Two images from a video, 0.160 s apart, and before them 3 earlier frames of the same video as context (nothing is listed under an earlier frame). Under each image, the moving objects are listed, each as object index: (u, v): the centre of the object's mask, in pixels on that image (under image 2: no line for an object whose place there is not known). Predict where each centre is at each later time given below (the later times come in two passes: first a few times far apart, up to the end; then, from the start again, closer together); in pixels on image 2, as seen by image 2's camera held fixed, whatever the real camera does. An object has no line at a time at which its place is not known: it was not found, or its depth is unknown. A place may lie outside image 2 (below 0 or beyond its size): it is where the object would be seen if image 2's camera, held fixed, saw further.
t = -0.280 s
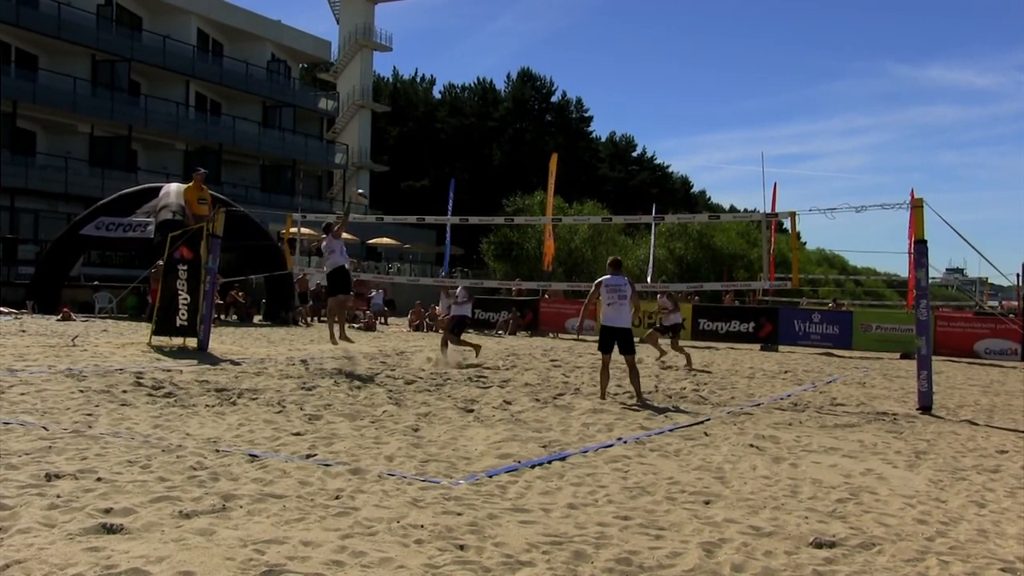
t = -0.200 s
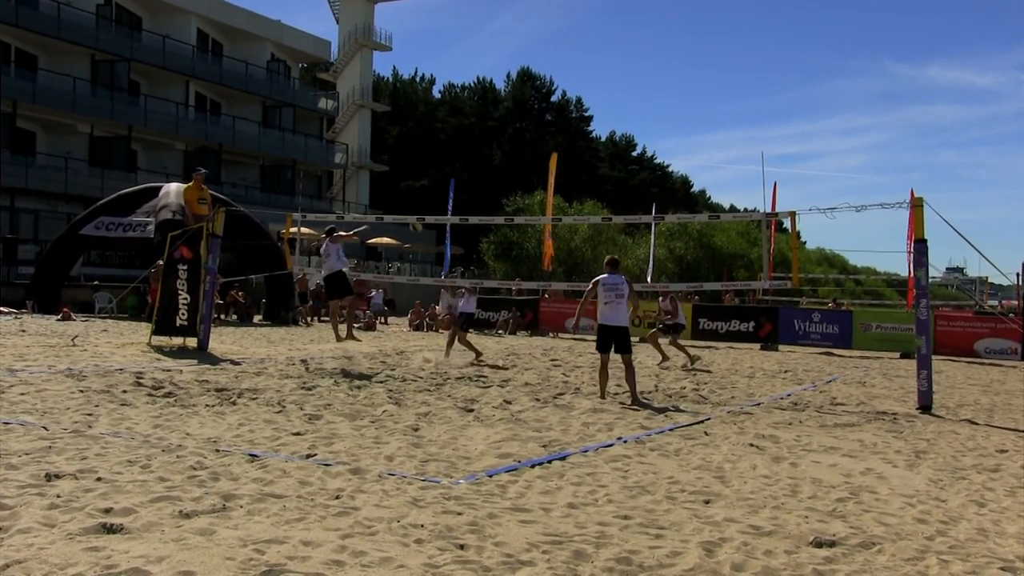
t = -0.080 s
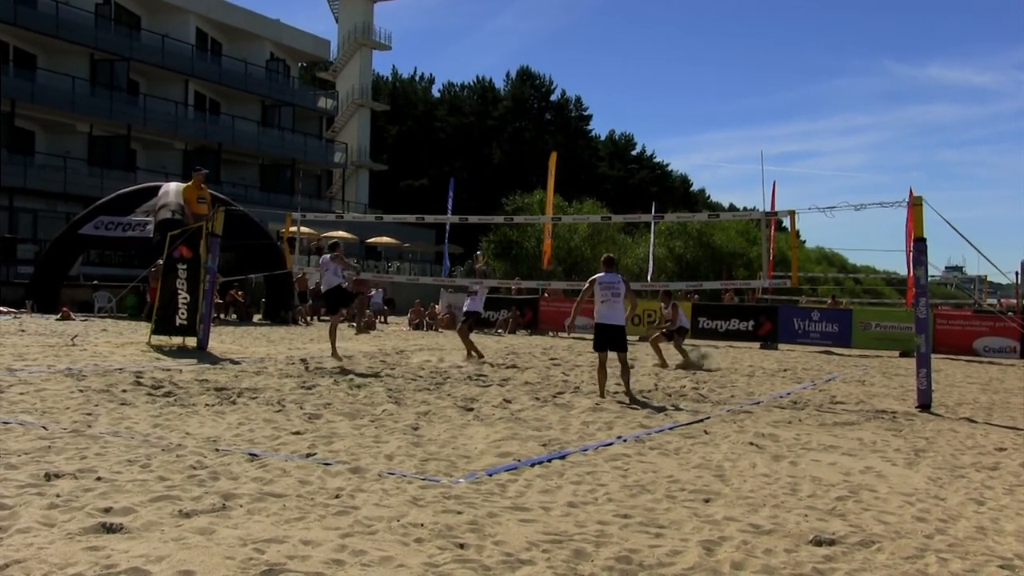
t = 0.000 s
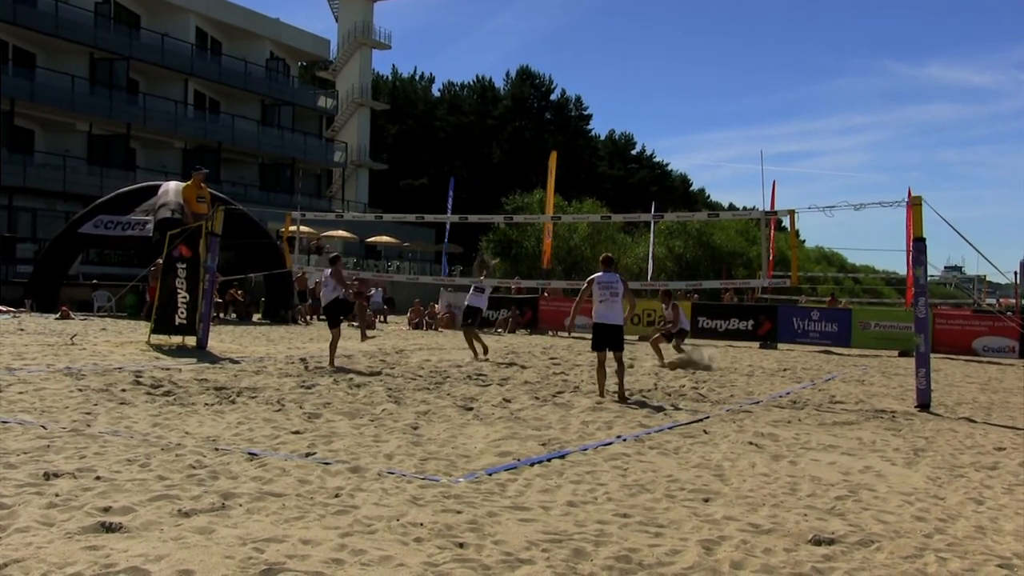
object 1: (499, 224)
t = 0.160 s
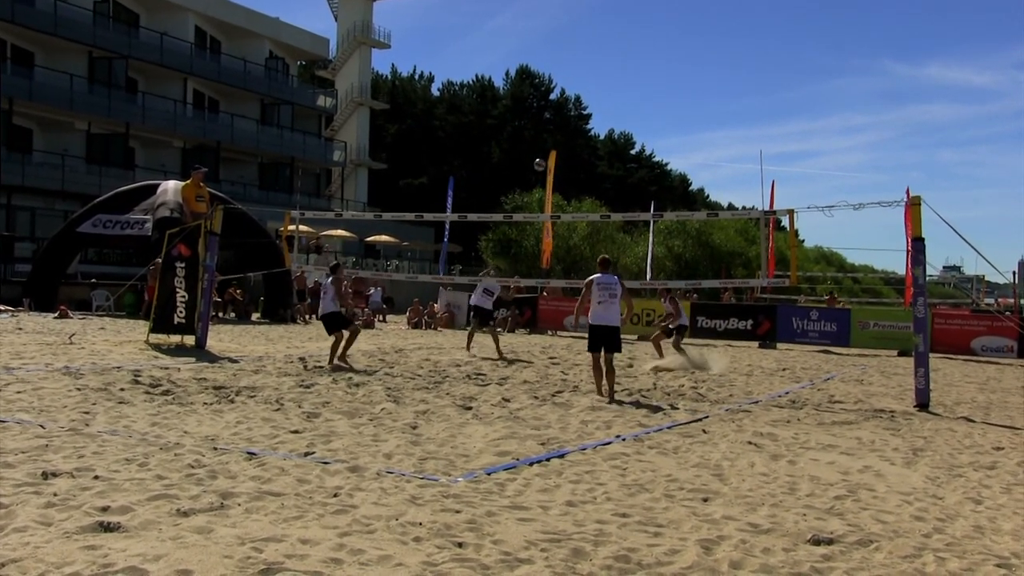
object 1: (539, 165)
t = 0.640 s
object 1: (645, 89)
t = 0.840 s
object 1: (684, 95)
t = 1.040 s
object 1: (720, 119)
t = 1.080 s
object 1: (727, 125)
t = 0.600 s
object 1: (637, 91)
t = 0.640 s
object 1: (645, 89)
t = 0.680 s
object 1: (653, 89)
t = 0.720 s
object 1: (661, 89)
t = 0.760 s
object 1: (669, 90)
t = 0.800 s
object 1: (677, 91)
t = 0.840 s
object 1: (684, 95)
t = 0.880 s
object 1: (692, 98)
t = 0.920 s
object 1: (699, 102)
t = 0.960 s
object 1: (706, 107)
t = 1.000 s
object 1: (713, 112)
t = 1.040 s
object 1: (720, 119)
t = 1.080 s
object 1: (727, 125)
